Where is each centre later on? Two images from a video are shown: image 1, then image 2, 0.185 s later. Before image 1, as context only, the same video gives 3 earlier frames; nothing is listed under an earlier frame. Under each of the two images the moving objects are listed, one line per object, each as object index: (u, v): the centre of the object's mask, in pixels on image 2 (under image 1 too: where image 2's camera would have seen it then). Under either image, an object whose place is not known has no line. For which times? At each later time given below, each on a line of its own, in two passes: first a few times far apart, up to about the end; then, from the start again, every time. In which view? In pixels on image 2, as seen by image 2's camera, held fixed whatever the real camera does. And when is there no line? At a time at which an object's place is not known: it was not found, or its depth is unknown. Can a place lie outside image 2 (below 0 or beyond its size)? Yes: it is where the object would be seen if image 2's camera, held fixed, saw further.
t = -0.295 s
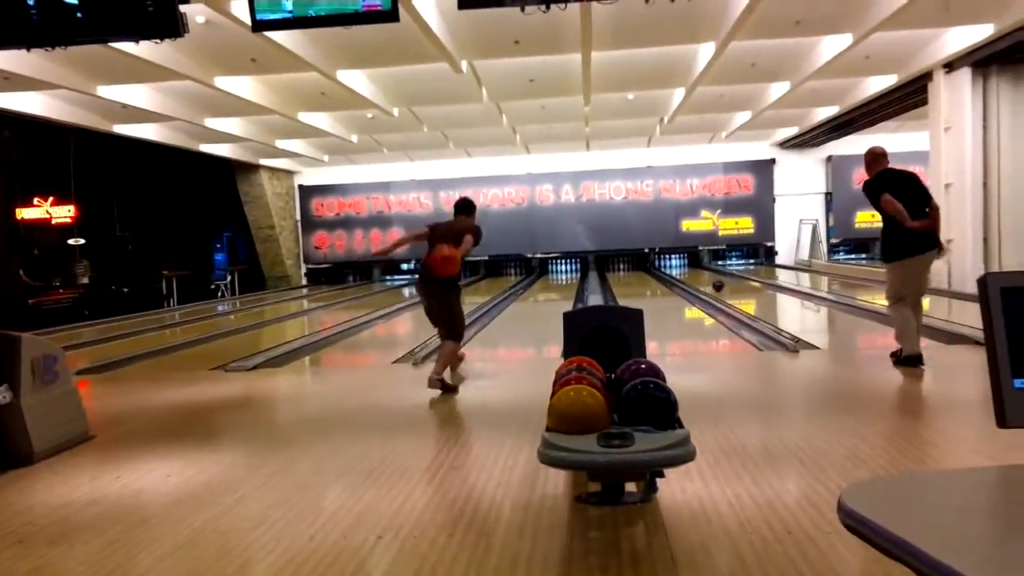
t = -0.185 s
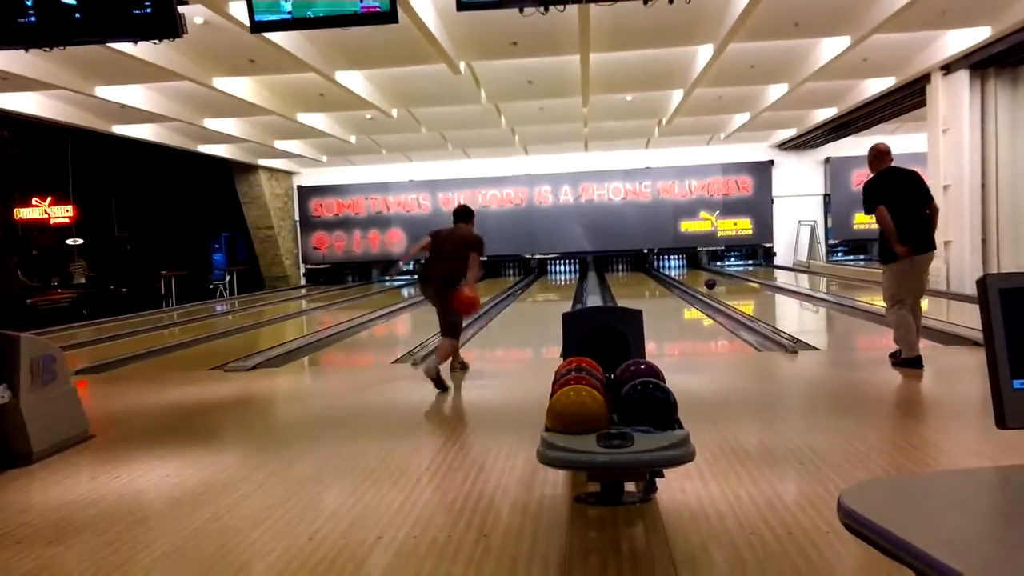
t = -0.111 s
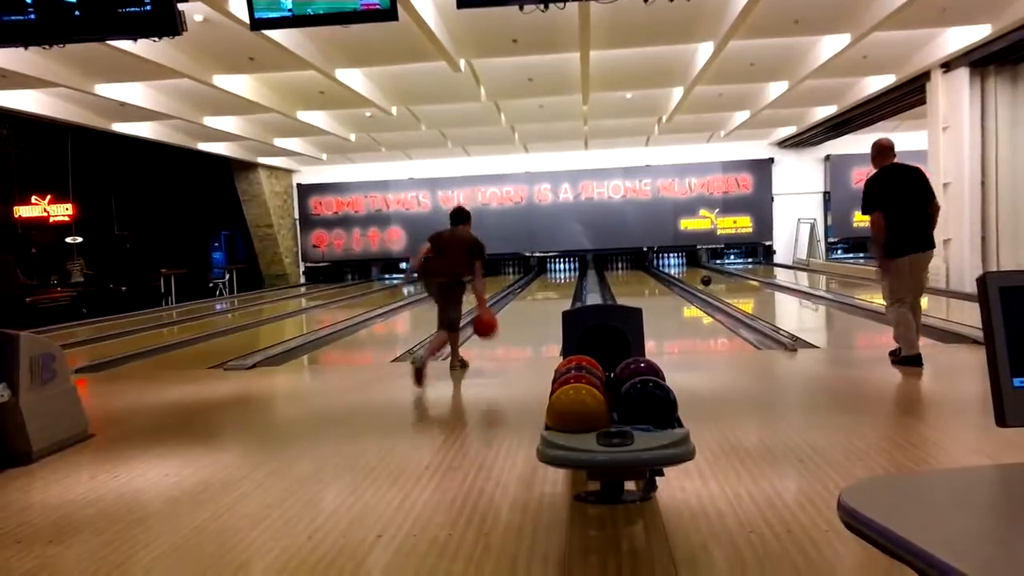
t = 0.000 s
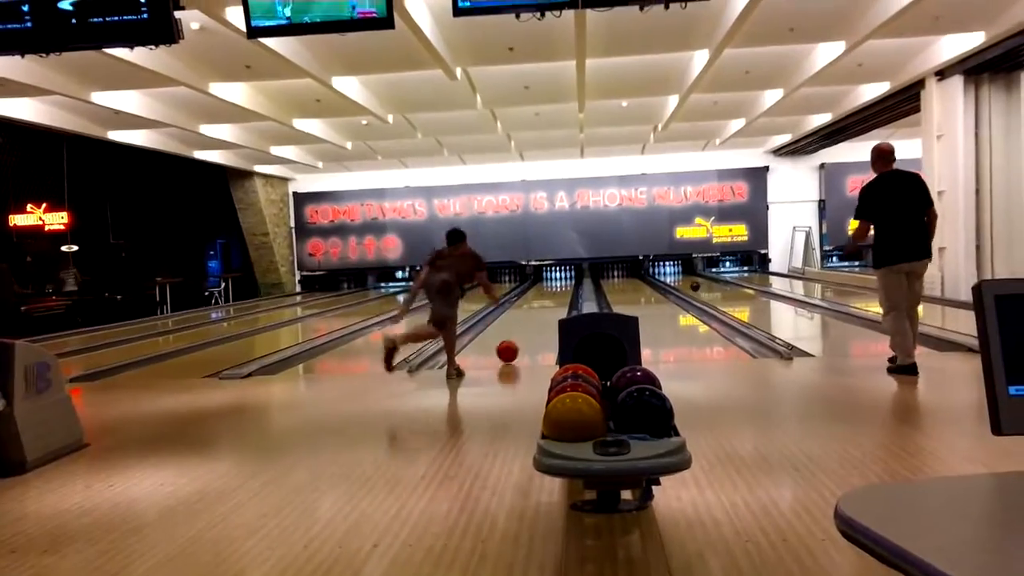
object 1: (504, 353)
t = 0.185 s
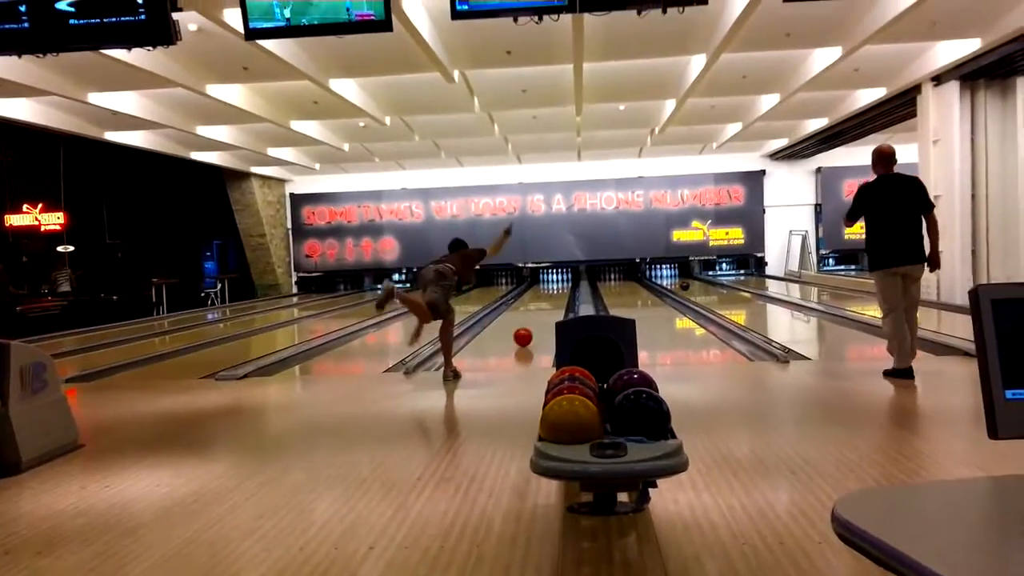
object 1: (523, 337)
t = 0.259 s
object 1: (529, 331)
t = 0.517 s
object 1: (545, 316)
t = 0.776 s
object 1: (558, 304)
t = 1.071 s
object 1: (566, 297)
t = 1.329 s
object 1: (573, 293)
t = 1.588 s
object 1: (575, 289)
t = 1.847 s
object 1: (575, 285)
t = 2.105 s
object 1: (575, 283)
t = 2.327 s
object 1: (576, 280)
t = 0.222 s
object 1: (526, 333)
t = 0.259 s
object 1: (529, 331)
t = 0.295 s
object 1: (531, 329)
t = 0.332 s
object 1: (534, 326)
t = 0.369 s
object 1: (537, 324)
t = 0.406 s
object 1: (539, 322)
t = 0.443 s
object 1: (541, 320)
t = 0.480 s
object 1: (543, 318)
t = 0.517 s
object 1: (545, 316)
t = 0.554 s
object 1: (548, 314)
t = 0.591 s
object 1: (551, 312)
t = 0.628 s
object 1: (552, 310)
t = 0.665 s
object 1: (554, 309)
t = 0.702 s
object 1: (555, 307)
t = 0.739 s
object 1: (556, 306)
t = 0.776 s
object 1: (558, 304)
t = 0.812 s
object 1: (559, 304)
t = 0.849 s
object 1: (560, 303)
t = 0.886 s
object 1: (561, 301)
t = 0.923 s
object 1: (563, 300)
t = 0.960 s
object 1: (564, 299)
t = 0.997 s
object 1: (564, 298)
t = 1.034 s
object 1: (565, 297)
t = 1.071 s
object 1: (566, 297)
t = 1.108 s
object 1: (566, 296)
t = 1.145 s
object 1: (568, 294)
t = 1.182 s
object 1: (570, 294)
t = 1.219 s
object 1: (571, 294)
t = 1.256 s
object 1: (571, 294)
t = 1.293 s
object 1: (572, 294)
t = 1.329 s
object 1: (573, 293)
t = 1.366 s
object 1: (573, 292)
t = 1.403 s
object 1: (573, 291)
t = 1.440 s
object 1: (574, 291)
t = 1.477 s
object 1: (574, 290)
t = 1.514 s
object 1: (574, 290)
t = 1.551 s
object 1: (574, 289)
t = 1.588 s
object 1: (575, 289)
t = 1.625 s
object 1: (574, 288)
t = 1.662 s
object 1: (574, 287)
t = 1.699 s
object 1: (575, 287)
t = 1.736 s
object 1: (575, 286)
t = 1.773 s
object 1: (575, 286)
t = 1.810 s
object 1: (575, 285)
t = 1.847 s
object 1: (575, 285)
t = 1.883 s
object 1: (575, 284)
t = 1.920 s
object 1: (575, 285)
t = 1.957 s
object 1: (575, 284)
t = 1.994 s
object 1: (575, 283)
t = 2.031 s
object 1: (575, 283)
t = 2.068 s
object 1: (576, 282)
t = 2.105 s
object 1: (575, 283)
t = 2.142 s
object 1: (575, 282)
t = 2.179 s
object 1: (576, 282)
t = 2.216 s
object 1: (576, 282)
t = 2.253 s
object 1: (575, 282)
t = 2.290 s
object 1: (575, 281)
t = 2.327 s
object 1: (576, 280)
